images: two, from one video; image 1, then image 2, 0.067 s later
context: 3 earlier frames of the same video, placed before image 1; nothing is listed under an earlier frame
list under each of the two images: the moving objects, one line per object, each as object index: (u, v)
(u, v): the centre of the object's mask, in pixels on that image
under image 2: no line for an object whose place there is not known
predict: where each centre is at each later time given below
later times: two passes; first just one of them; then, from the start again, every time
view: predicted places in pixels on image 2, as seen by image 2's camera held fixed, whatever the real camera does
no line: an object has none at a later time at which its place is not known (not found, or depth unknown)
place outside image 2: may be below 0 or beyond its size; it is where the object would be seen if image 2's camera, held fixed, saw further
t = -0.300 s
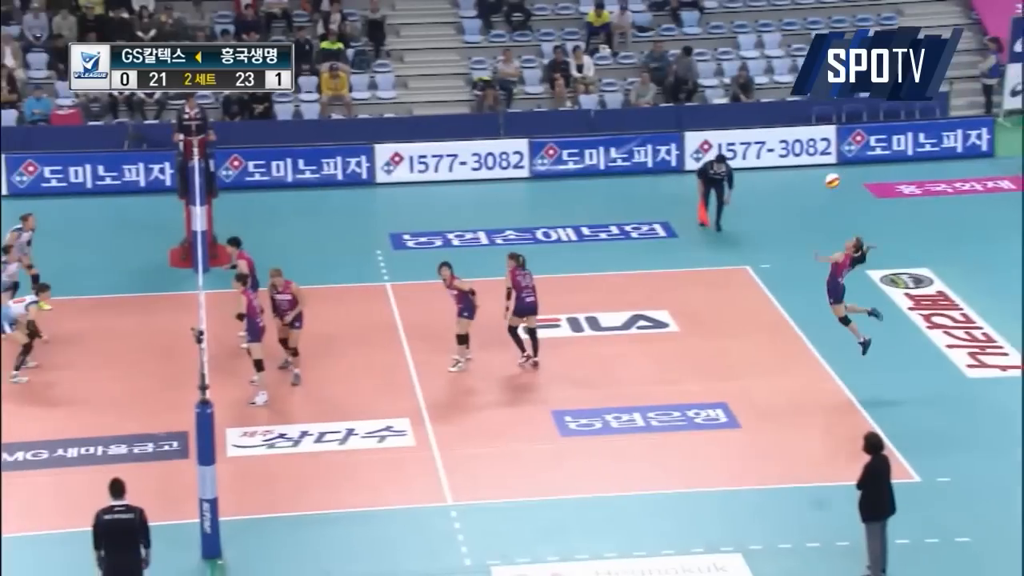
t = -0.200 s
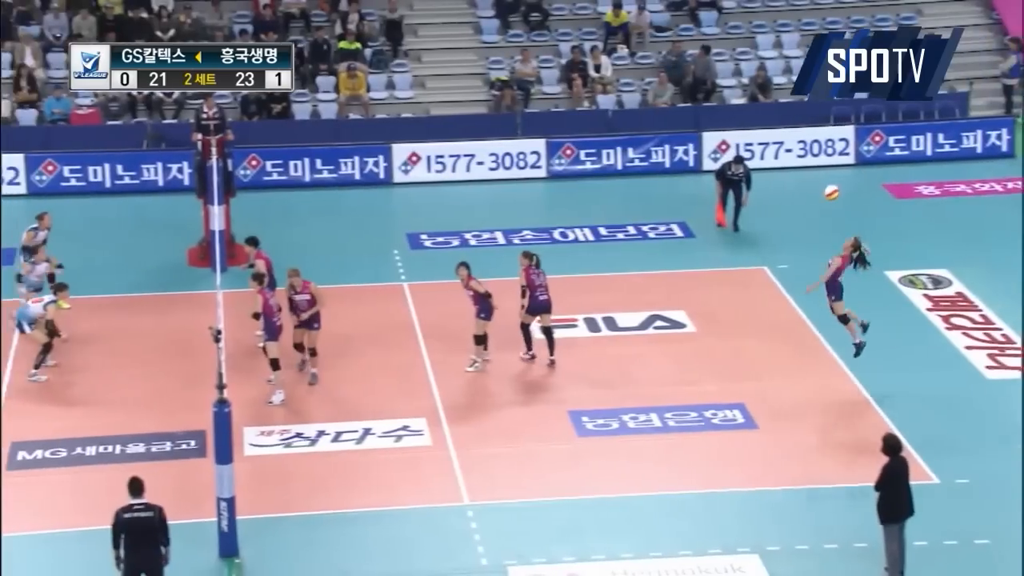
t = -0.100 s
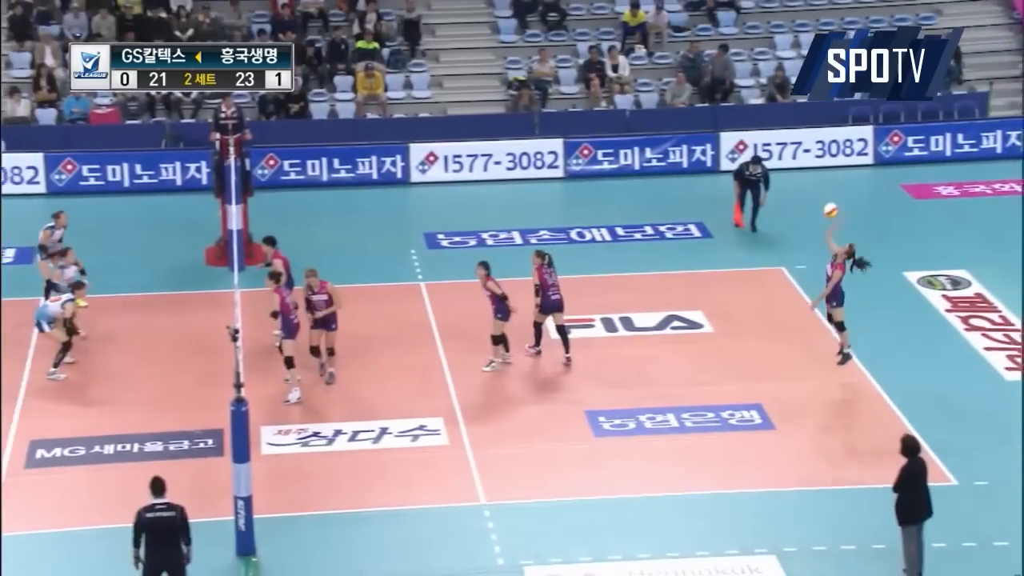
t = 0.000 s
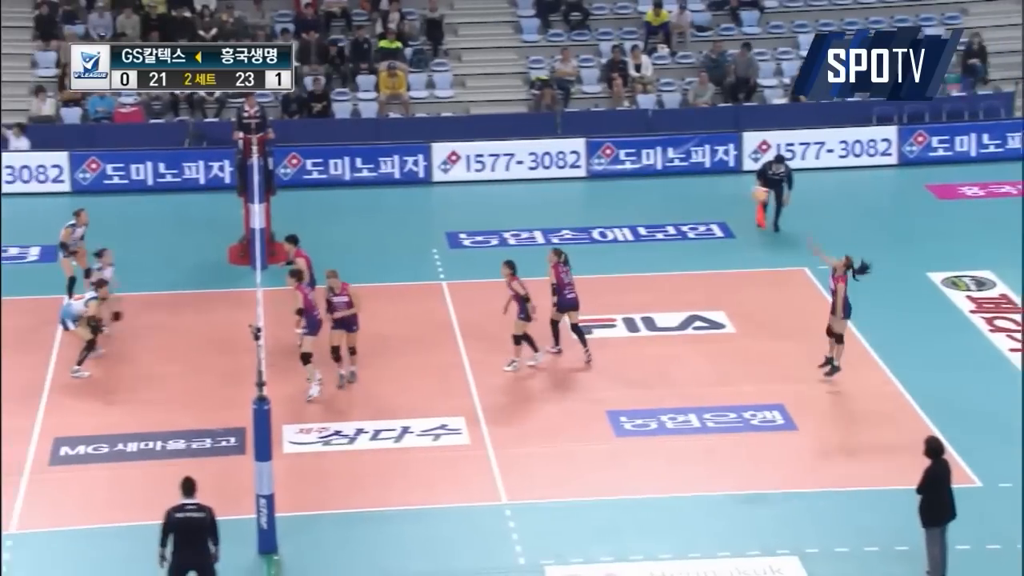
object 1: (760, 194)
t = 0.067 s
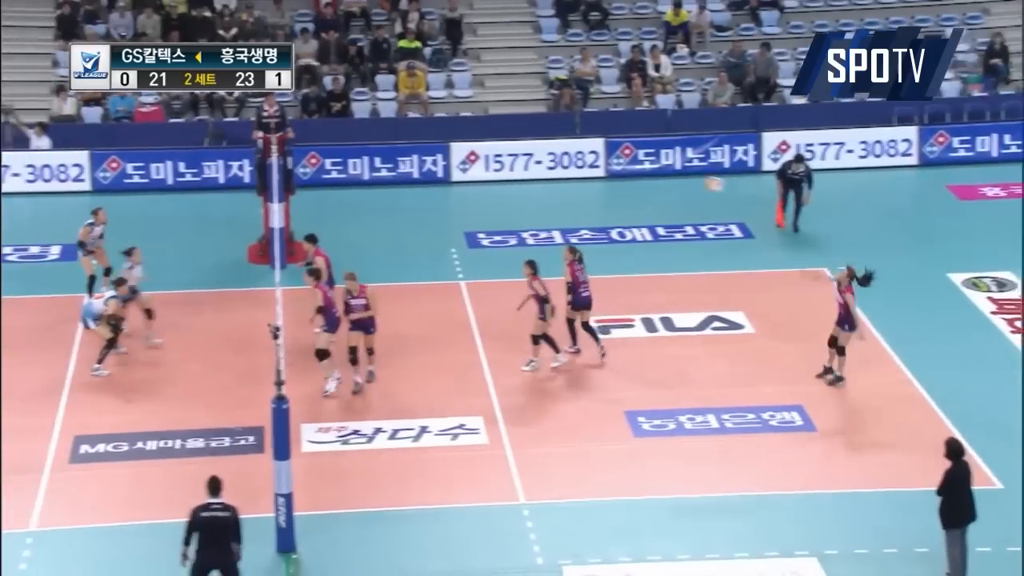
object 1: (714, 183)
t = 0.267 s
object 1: (526, 174)
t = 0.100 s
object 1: (682, 180)
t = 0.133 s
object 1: (649, 176)
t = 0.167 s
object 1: (618, 174)
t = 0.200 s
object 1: (586, 174)
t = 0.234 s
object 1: (556, 174)
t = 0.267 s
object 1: (526, 174)
